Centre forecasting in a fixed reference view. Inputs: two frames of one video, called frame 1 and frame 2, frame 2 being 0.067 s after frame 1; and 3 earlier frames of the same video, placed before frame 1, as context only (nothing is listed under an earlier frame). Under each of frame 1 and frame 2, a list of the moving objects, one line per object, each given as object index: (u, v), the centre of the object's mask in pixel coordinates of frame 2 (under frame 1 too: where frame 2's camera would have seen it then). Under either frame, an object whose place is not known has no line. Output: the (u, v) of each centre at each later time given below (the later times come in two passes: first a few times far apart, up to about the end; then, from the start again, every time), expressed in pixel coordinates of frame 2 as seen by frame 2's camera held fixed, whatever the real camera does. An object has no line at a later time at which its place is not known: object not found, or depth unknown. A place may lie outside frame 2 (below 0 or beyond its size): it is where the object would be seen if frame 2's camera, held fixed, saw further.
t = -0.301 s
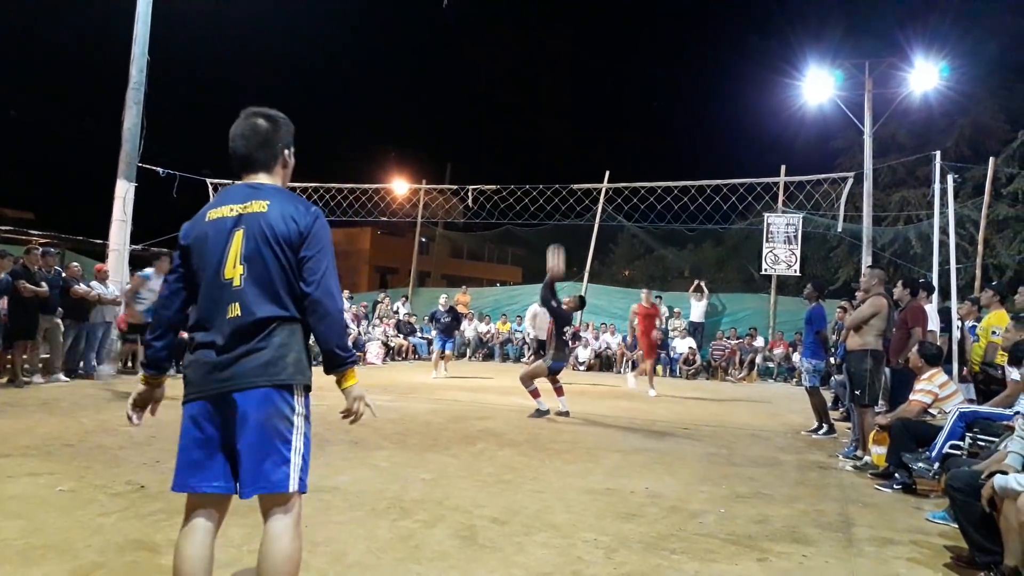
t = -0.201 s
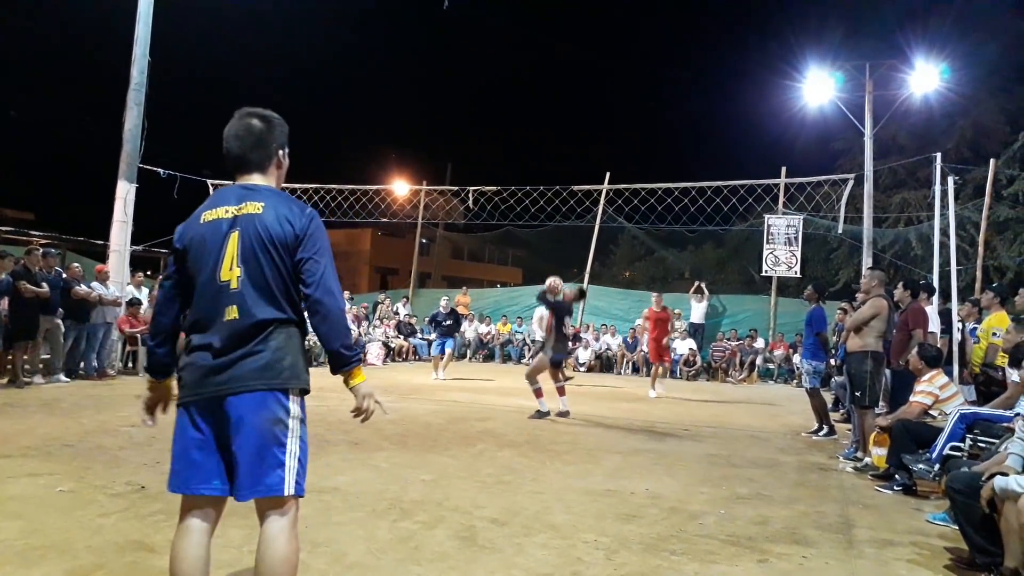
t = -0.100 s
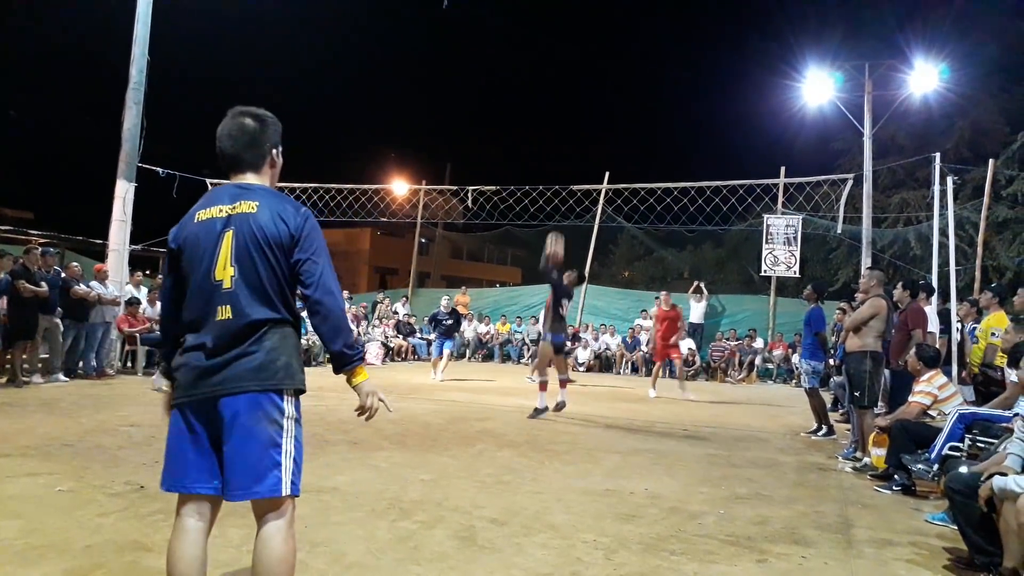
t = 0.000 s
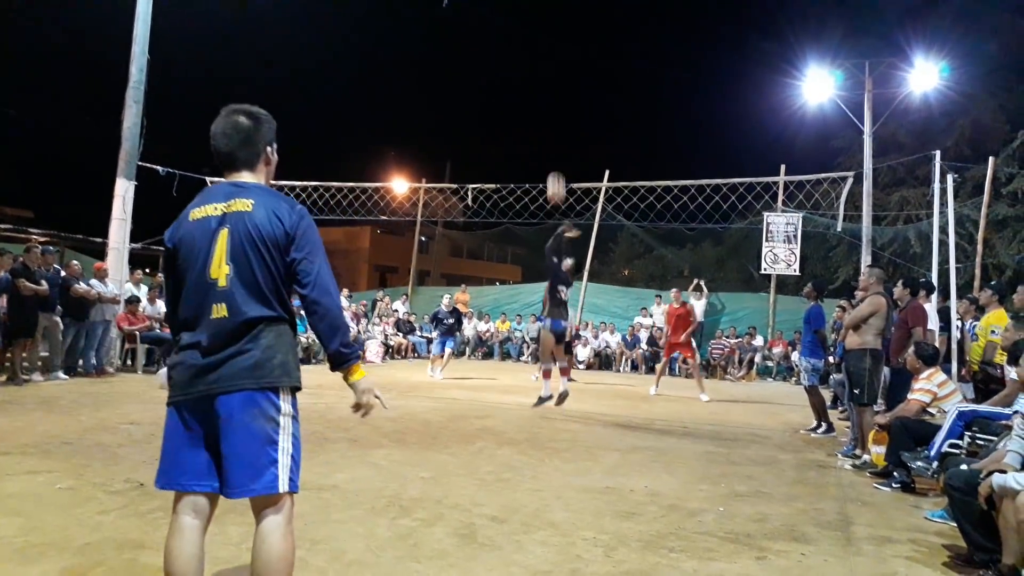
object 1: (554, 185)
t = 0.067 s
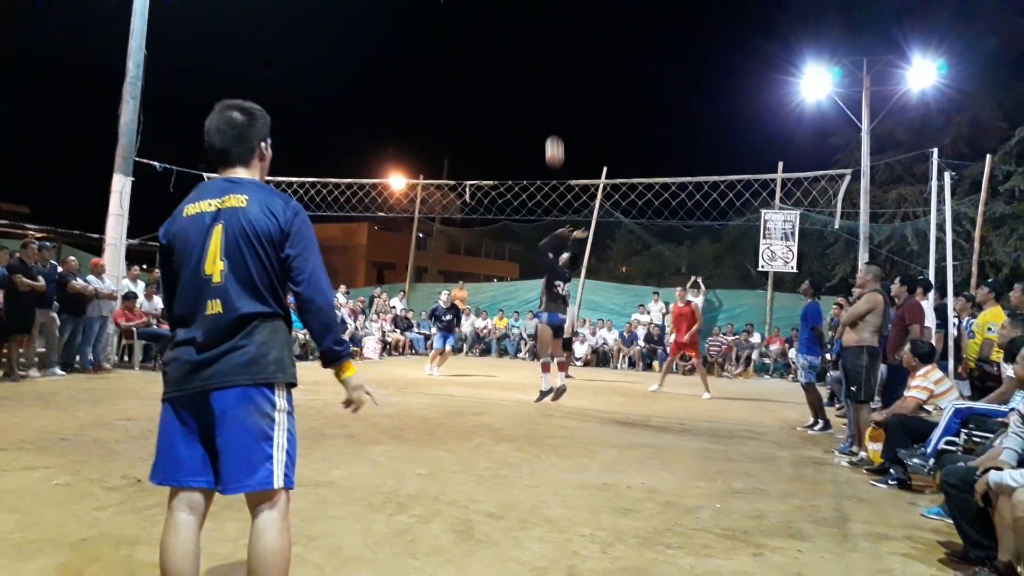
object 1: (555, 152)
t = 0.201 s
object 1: (555, 96)
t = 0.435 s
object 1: (554, 35)
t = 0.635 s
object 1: (550, 15)
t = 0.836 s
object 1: (545, 29)
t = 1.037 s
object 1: (539, 73)
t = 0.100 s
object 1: (555, 137)
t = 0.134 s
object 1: (555, 122)
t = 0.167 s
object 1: (555, 109)
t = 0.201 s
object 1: (555, 96)
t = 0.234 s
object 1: (555, 85)
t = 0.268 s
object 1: (555, 74)
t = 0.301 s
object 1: (554, 64)
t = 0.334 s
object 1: (554, 55)
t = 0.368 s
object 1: (554, 47)
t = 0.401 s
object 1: (554, 41)
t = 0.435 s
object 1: (554, 35)
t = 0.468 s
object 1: (553, 30)
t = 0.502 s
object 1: (553, 25)
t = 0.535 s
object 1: (552, 21)
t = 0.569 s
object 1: (551, 18)
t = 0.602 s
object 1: (551, 16)
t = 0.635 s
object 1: (550, 15)
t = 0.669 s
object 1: (550, 15)
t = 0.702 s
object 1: (549, 16)
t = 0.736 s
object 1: (548, 18)
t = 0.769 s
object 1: (547, 21)
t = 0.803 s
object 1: (546, 24)
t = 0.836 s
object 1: (545, 29)
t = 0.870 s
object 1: (545, 34)
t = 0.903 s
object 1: (544, 40)
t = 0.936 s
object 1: (542, 47)
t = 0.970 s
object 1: (541, 54)
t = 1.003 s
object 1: (540, 63)
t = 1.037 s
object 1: (539, 73)
